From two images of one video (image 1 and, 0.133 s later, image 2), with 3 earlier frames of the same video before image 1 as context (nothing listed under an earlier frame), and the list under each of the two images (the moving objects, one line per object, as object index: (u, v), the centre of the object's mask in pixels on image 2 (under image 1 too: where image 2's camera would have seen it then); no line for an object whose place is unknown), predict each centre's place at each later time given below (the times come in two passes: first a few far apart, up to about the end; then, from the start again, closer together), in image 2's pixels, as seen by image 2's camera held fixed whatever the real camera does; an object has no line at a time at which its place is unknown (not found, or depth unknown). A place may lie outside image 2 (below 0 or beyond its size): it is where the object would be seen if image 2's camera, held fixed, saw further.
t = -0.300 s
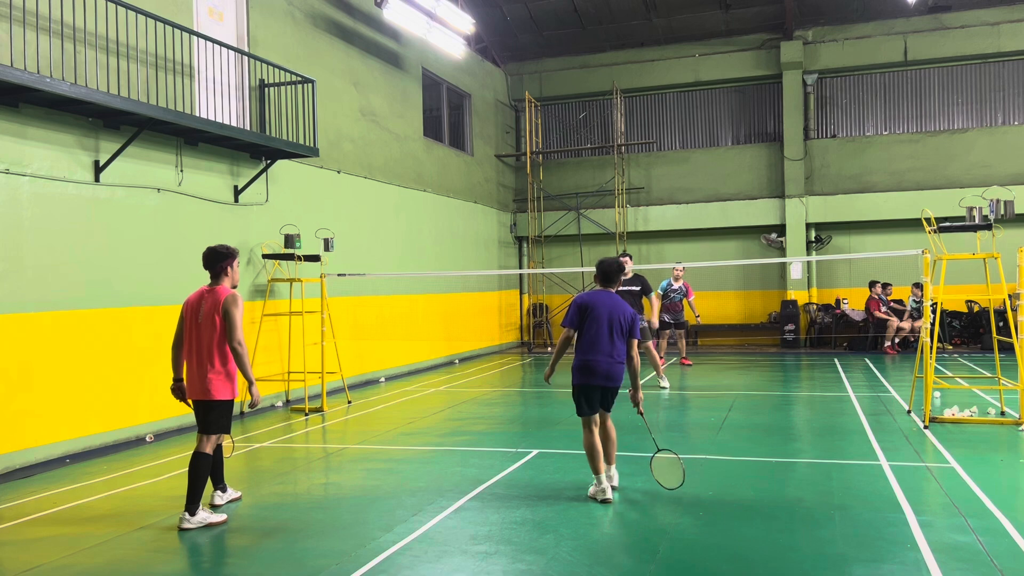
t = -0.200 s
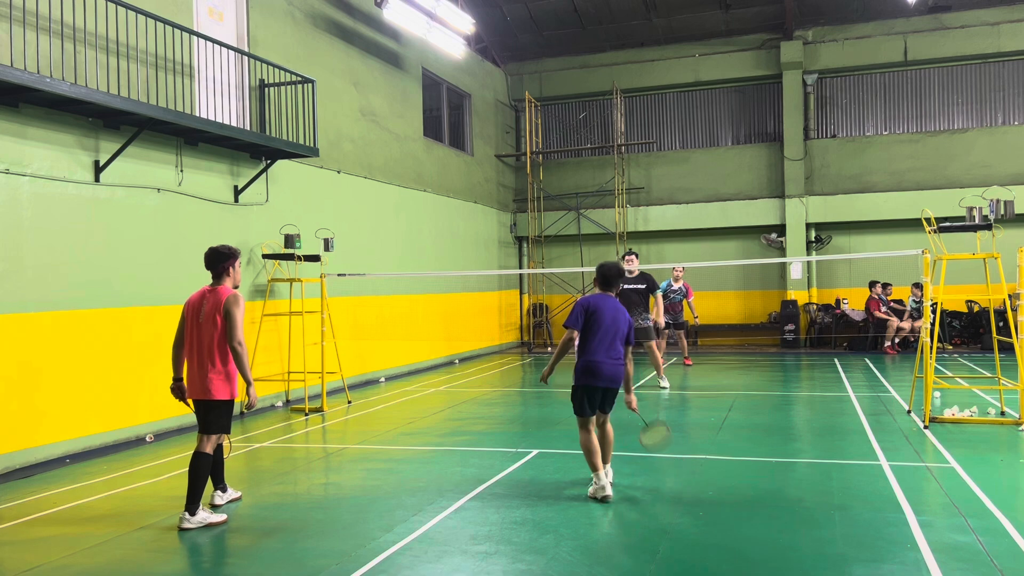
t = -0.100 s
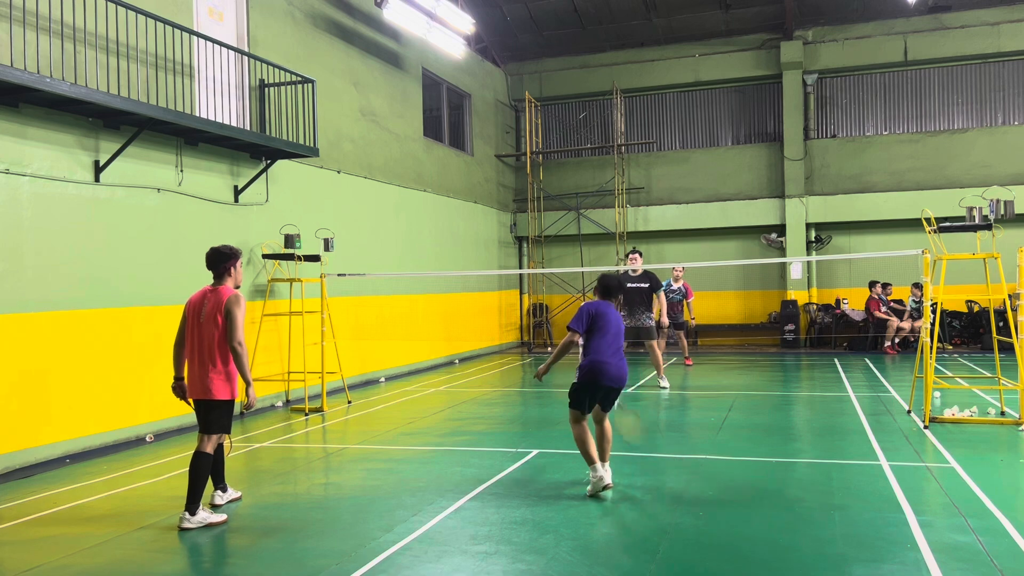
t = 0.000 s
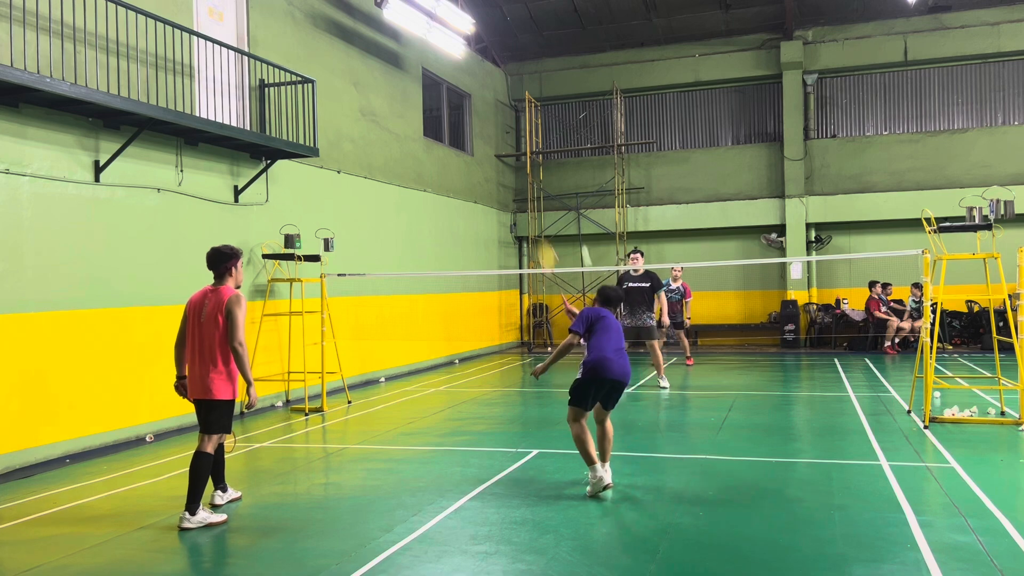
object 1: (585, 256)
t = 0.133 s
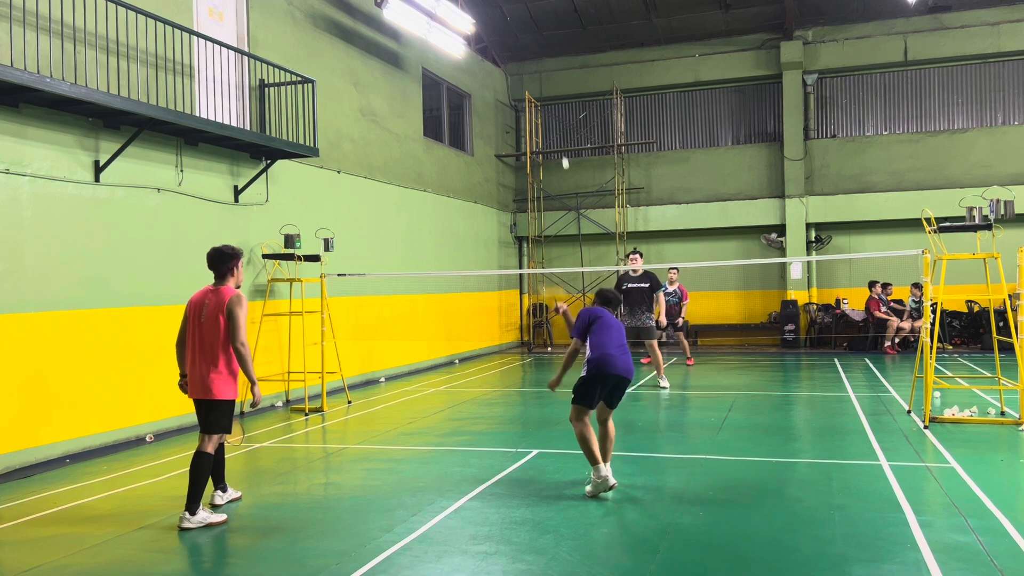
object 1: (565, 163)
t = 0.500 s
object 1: (546, 106)
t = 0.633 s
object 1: (543, 114)
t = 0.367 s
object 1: (551, 109)
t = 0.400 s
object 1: (550, 107)
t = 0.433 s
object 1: (548, 106)
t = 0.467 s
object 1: (547, 106)
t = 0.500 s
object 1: (546, 106)
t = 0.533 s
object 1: (545, 107)
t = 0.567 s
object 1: (545, 109)
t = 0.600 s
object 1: (544, 111)
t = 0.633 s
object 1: (543, 114)
